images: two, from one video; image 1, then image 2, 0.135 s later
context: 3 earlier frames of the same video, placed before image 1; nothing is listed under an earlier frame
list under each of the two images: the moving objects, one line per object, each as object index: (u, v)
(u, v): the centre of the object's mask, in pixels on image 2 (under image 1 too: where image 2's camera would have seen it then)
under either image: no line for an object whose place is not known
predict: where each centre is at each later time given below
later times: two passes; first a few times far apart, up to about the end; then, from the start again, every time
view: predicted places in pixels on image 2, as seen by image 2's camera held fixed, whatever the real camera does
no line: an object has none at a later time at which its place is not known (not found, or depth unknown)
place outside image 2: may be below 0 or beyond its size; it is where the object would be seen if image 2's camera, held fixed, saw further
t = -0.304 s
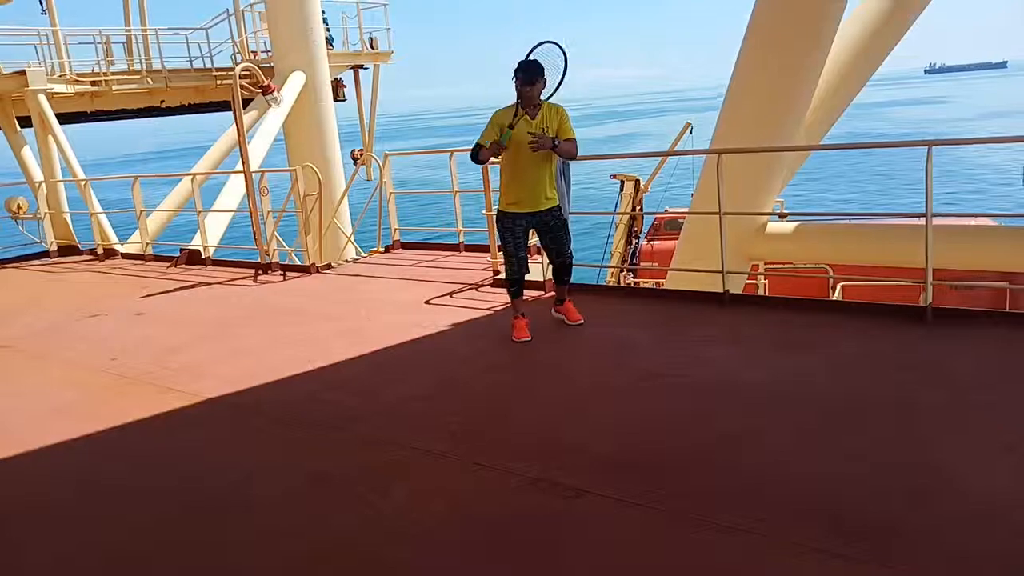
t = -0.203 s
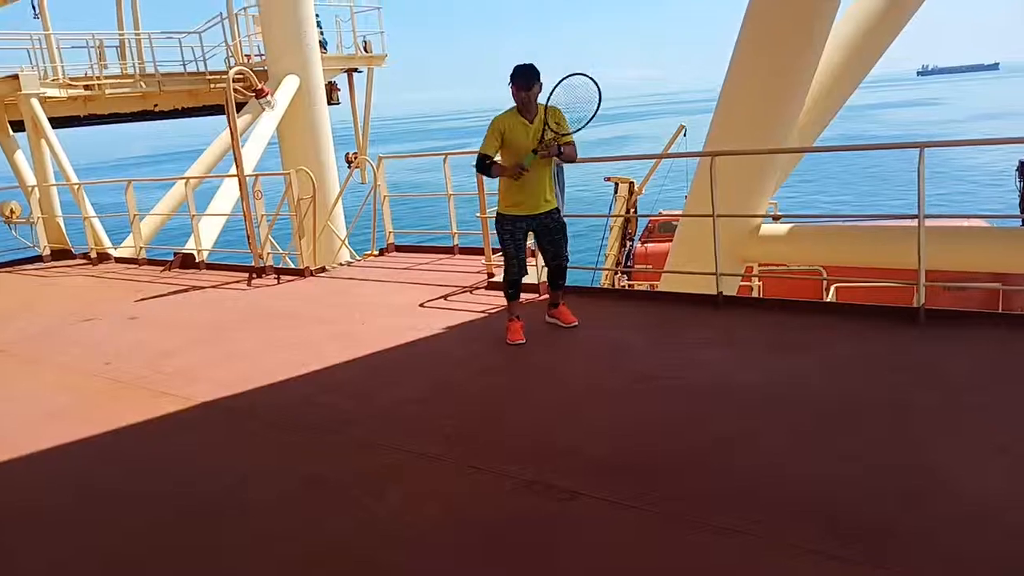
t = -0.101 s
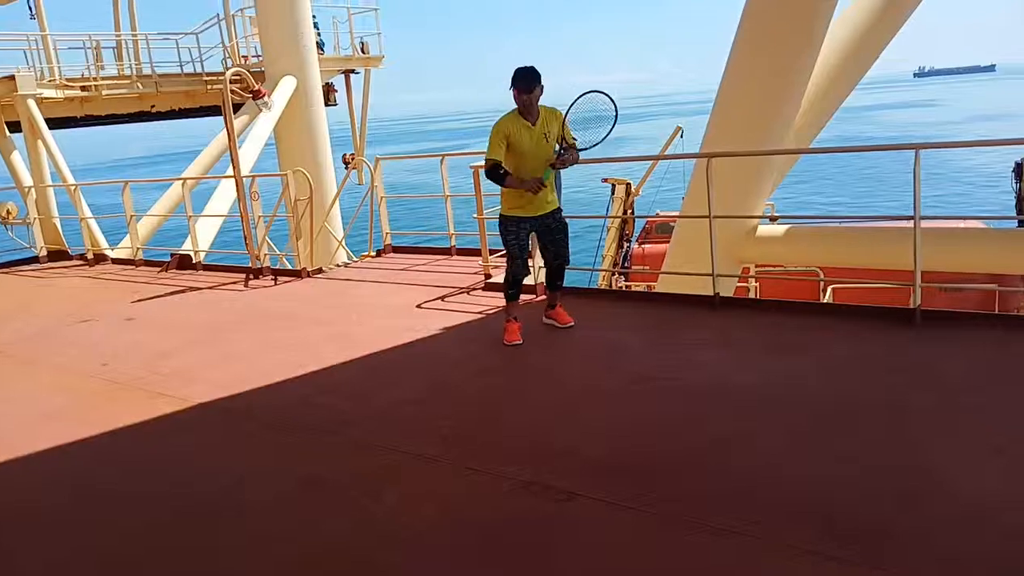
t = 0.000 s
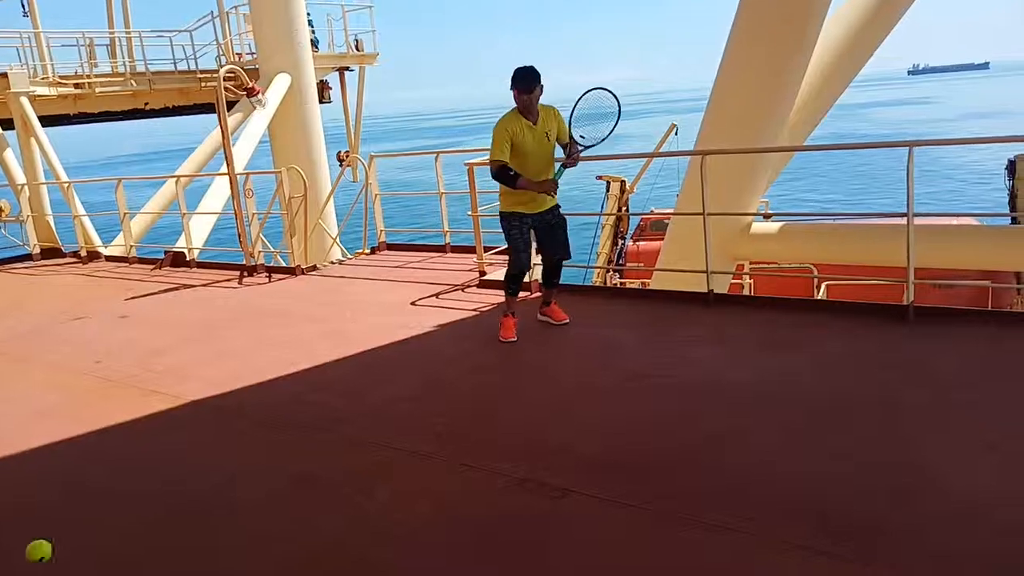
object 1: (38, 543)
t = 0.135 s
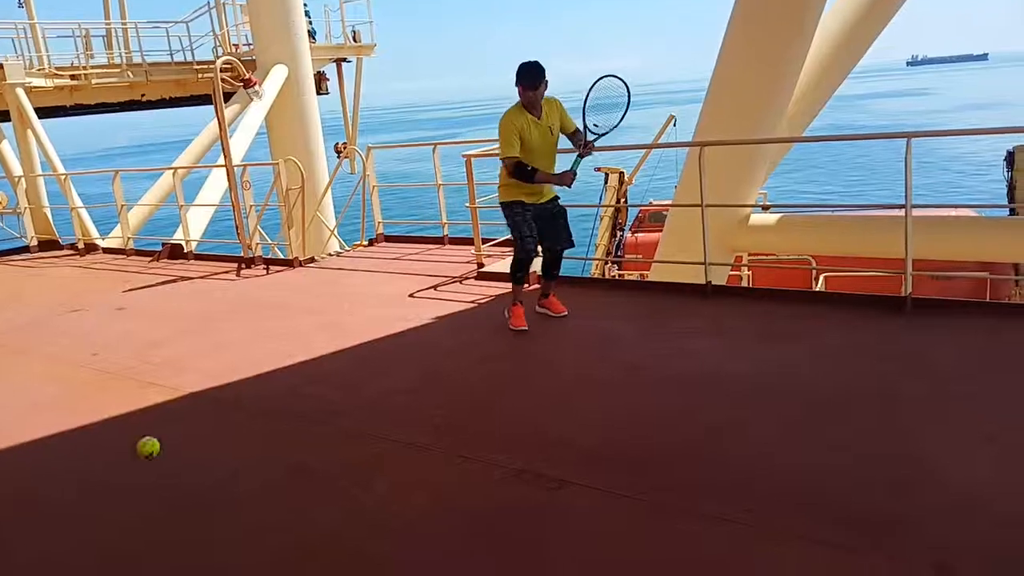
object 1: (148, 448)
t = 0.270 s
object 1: (249, 416)
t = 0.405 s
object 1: (338, 430)
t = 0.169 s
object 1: (174, 434)
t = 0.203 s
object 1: (199, 425)
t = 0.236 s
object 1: (224, 419)
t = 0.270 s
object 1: (249, 416)
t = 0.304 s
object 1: (273, 415)
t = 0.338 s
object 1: (295, 418)
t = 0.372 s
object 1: (317, 423)
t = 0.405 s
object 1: (338, 430)
